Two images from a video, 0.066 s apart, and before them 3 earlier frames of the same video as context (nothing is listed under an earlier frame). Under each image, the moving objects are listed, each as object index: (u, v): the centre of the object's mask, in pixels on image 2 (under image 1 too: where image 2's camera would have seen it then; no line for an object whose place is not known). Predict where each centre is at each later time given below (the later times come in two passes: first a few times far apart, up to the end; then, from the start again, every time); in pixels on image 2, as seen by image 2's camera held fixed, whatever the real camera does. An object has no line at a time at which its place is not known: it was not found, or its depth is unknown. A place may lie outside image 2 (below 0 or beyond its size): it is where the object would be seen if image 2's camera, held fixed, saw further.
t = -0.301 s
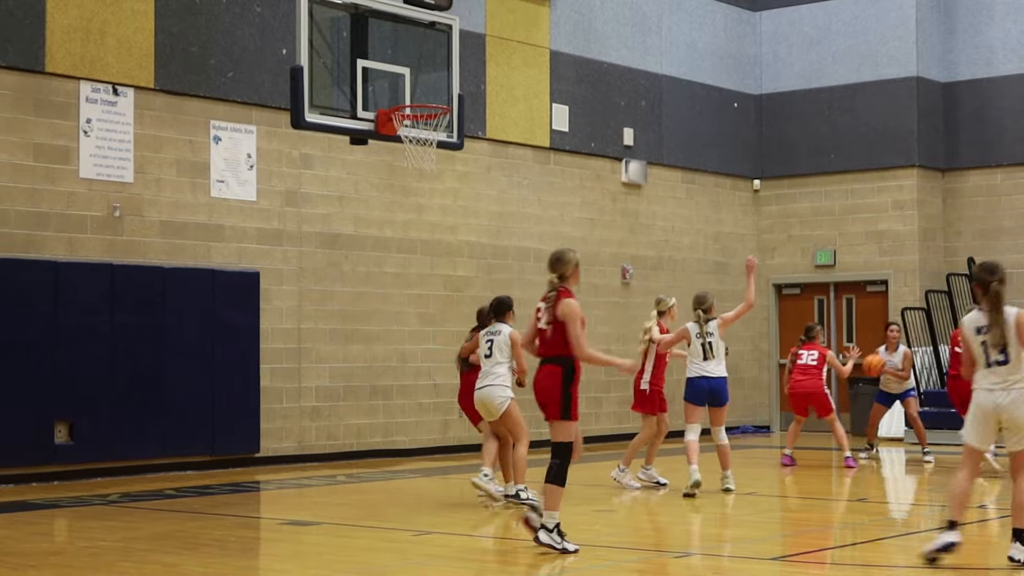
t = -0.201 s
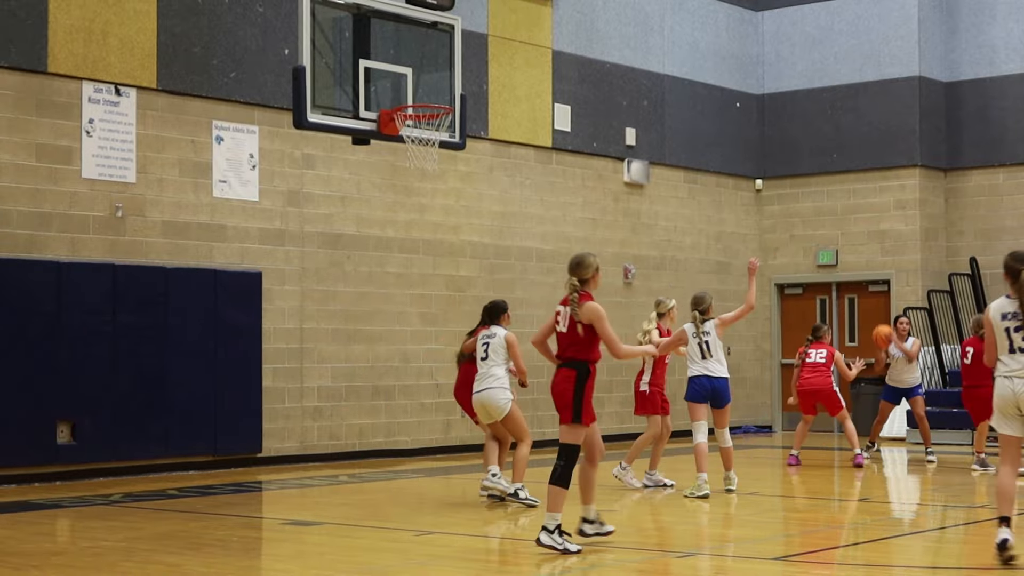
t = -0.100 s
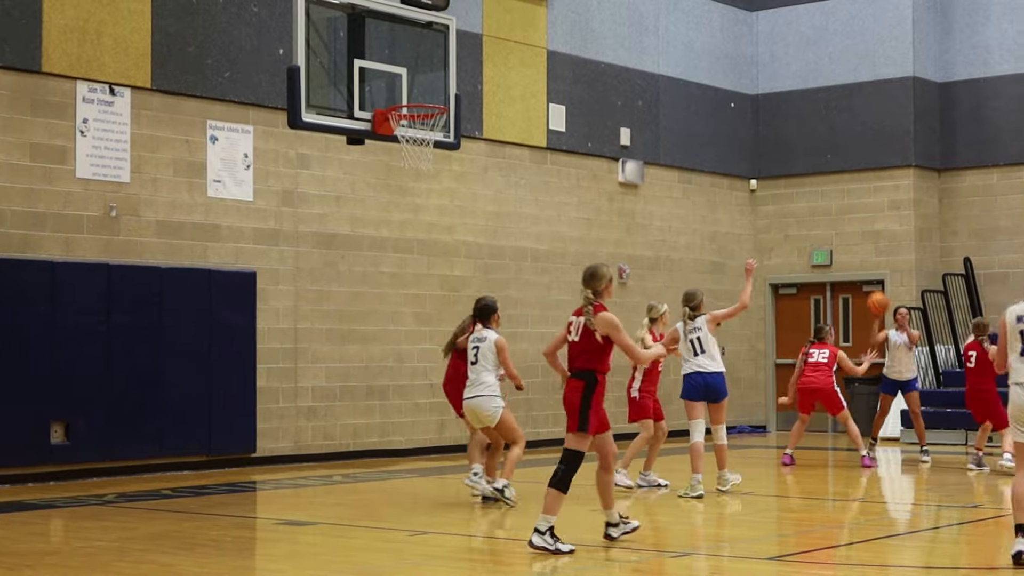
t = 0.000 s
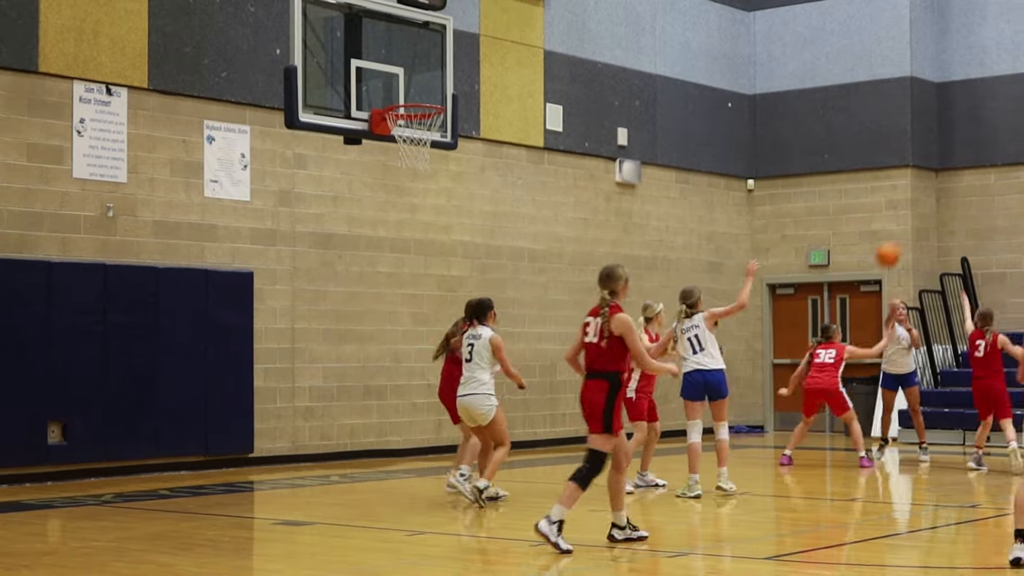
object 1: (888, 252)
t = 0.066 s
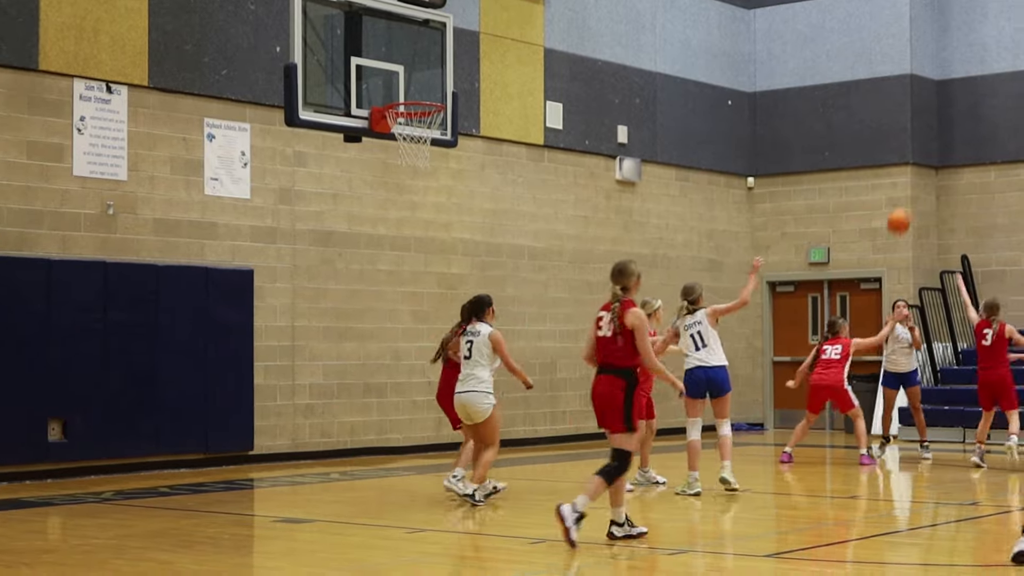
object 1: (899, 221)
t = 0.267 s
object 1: (934, 148)
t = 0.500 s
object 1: (984, 106)
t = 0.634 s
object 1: (1015, 109)
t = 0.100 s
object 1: (904, 207)
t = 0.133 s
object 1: (910, 194)
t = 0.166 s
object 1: (916, 181)
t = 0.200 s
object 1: (922, 169)
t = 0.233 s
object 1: (928, 158)
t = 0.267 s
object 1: (934, 148)
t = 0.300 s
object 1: (940, 139)
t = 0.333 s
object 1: (947, 131)
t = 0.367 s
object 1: (954, 124)
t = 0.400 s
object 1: (961, 117)
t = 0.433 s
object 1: (969, 113)
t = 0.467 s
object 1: (976, 109)
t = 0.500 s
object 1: (984, 106)
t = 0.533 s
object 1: (993, 105)
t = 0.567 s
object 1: (1001, 105)
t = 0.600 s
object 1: (1010, 106)
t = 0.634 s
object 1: (1015, 109)
